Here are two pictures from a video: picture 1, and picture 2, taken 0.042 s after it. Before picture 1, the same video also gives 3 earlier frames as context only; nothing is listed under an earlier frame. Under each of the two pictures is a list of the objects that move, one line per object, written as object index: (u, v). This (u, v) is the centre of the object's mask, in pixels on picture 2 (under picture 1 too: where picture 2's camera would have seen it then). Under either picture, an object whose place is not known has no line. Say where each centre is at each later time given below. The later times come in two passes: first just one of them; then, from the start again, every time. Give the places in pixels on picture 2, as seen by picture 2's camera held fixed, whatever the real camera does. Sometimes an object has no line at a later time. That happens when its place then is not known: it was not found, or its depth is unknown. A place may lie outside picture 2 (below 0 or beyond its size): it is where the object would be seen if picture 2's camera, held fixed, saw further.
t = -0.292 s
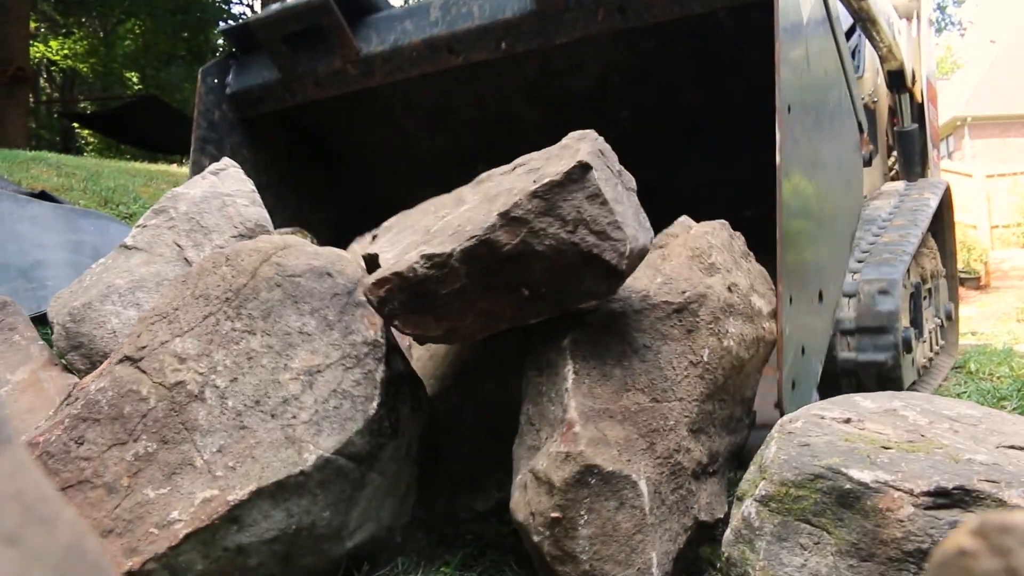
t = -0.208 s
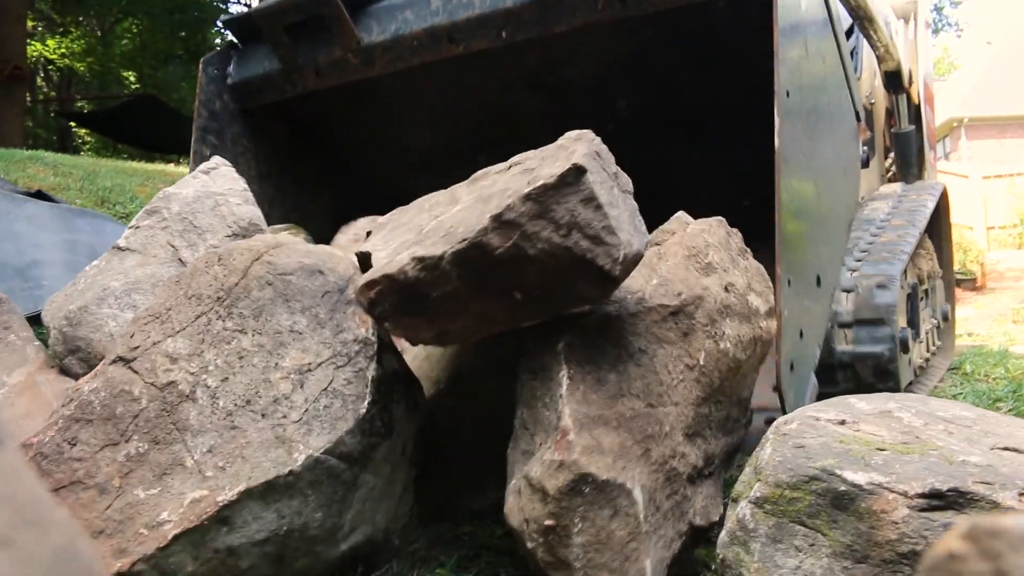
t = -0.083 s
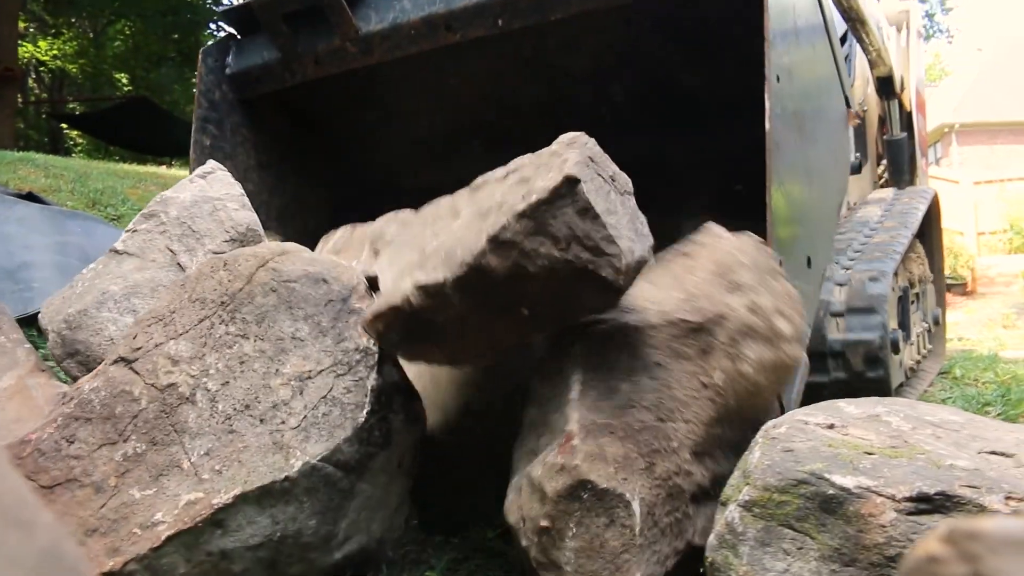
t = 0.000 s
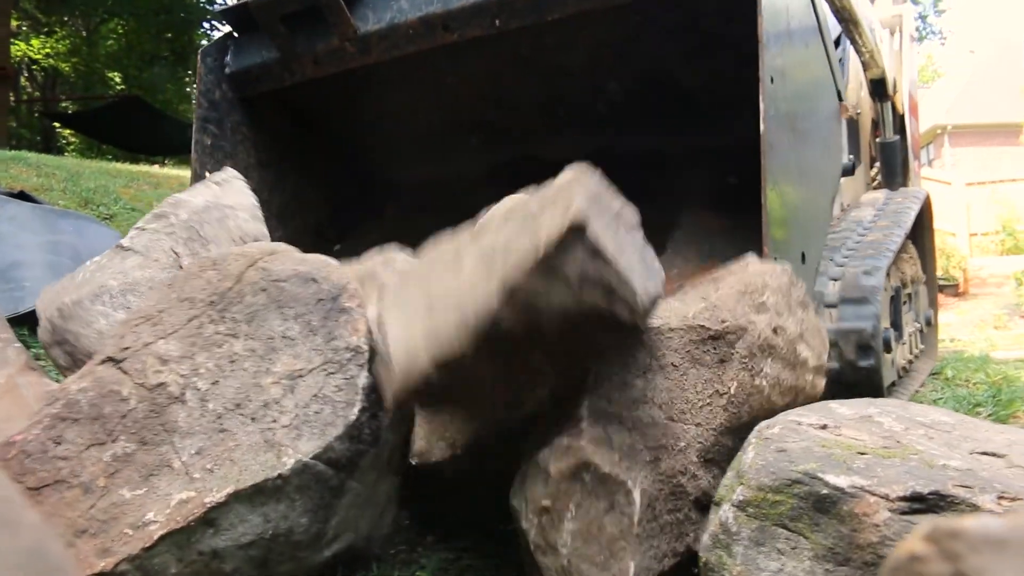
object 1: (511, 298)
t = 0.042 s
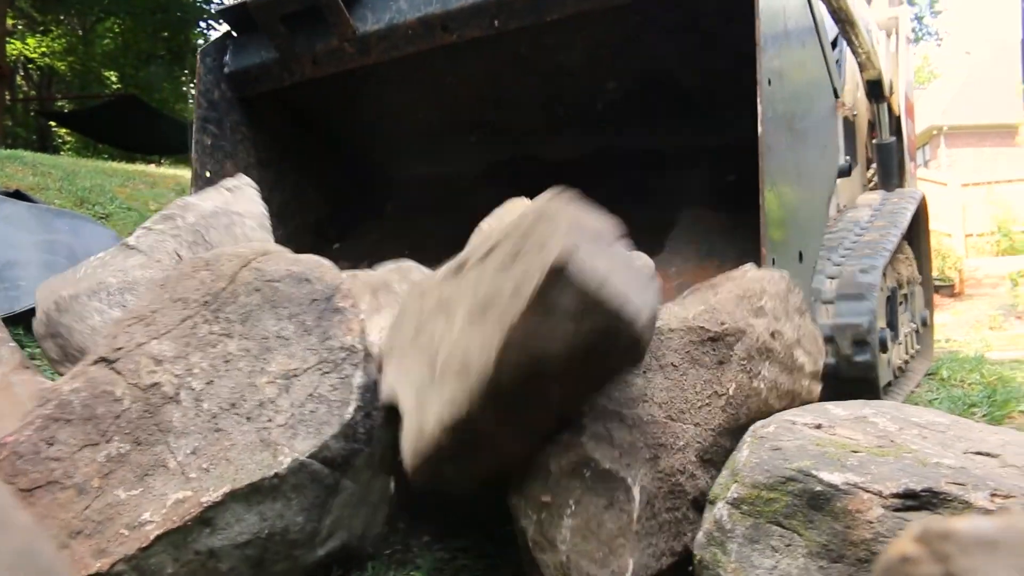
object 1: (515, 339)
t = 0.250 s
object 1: (407, 468)
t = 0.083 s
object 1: (511, 356)
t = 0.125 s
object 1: (492, 389)
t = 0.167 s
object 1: (473, 422)
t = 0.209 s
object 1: (435, 447)
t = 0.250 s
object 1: (407, 468)
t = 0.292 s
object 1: (395, 461)
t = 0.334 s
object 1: (391, 461)
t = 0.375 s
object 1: (393, 461)
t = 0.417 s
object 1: (396, 462)
